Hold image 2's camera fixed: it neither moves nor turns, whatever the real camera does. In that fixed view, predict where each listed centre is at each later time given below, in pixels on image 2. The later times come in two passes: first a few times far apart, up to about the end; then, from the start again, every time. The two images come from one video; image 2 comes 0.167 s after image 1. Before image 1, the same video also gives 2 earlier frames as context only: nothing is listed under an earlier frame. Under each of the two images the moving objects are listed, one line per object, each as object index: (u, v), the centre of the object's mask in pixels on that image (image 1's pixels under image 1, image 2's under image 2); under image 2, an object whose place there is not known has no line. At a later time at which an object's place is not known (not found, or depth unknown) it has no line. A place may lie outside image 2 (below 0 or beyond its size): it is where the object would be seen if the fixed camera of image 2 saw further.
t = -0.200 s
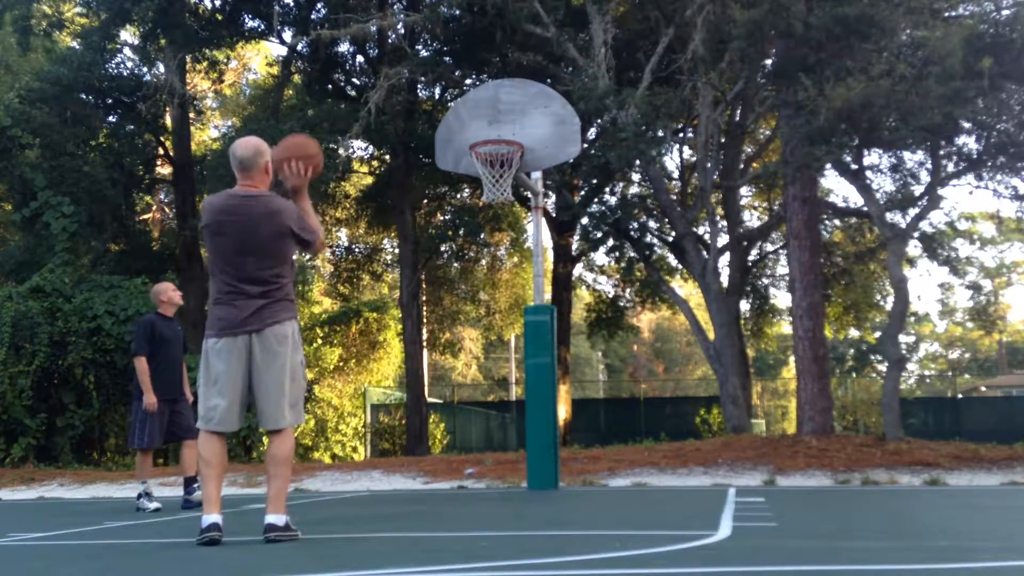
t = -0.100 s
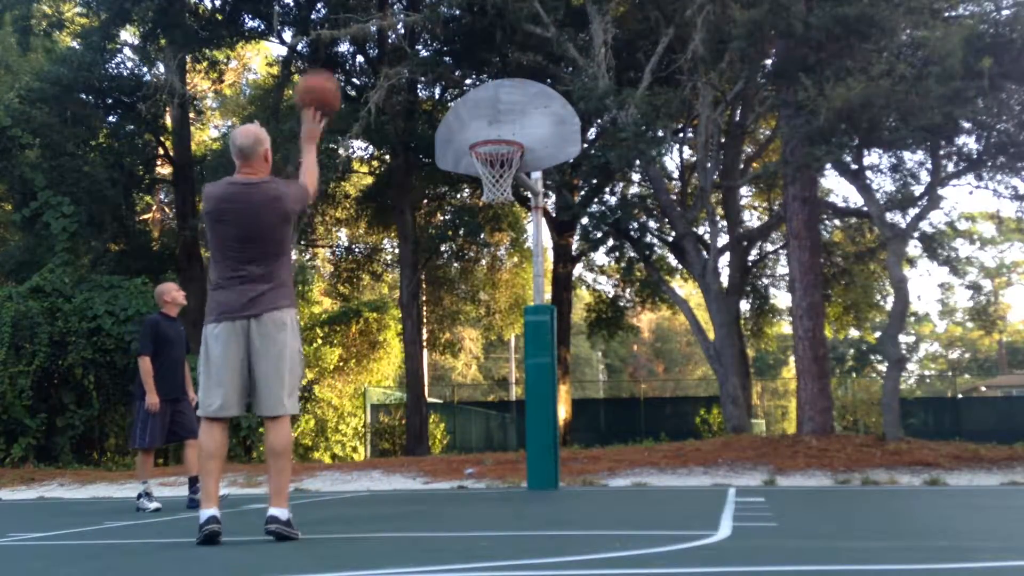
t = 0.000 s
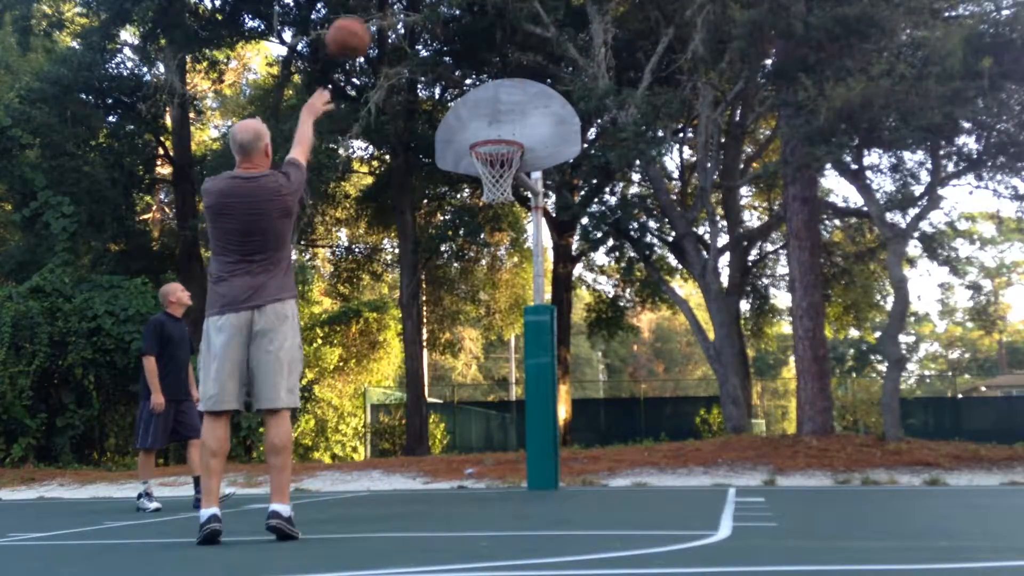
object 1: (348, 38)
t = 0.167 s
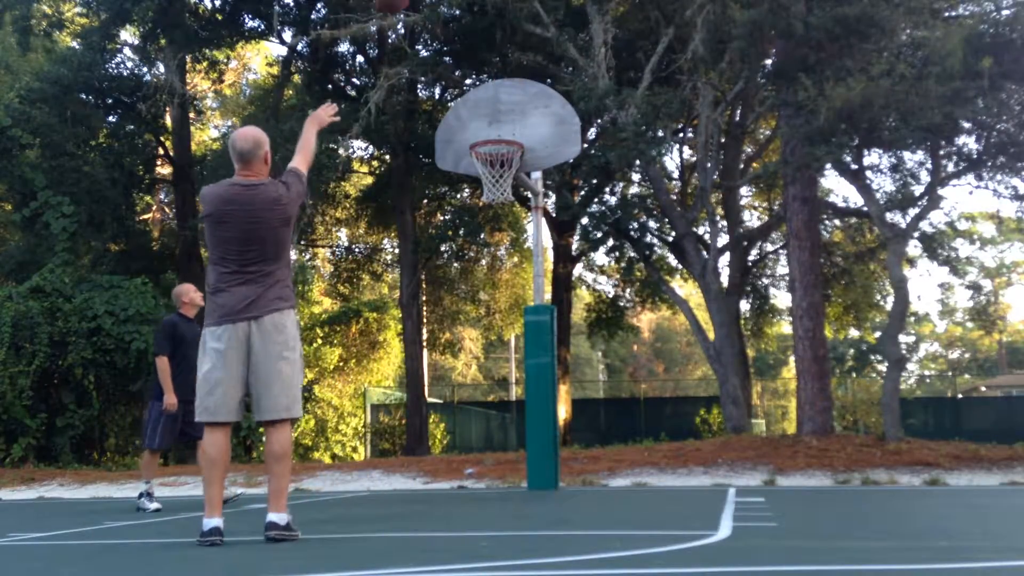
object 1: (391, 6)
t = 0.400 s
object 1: (436, 7)
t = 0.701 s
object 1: (480, 98)
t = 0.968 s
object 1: (503, 191)
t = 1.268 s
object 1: (517, 300)
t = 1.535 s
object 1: (532, 480)
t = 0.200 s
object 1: (398, 4)
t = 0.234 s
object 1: (407, 4)
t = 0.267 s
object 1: (412, 5)
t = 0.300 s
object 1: (419, 4)
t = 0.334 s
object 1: (424, 4)
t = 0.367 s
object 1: (429, 6)
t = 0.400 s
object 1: (436, 7)
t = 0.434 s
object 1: (441, 11)
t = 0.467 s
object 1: (447, 17)
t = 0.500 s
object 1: (452, 26)
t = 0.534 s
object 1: (457, 34)
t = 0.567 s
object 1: (462, 45)
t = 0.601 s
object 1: (467, 55)
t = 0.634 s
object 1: (471, 69)
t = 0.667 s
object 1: (475, 82)
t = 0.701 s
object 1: (480, 98)
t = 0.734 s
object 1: (485, 113)
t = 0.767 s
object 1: (488, 129)
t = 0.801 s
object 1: (495, 136)
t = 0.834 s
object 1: (498, 158)
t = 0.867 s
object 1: (498, 168)
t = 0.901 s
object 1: (499, 181)
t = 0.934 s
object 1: (501, 184)
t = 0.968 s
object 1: (503, 191)
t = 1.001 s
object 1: (505, 197)
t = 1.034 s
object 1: (506, 205)
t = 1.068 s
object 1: (507, 214)
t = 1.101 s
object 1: (509, 225)
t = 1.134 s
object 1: (510, 236)
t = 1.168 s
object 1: (513, 251)
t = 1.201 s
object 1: (514, 266)
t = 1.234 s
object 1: (516, 283)
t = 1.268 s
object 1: (517, 300)
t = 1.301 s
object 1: (520, 318)
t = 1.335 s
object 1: (522, 338)
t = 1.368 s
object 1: (524, 360)
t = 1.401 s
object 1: (526, 383)
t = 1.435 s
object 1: (527, 409)
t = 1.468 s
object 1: (529, 434)
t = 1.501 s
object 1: (532, 463)
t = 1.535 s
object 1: (532, 480)
